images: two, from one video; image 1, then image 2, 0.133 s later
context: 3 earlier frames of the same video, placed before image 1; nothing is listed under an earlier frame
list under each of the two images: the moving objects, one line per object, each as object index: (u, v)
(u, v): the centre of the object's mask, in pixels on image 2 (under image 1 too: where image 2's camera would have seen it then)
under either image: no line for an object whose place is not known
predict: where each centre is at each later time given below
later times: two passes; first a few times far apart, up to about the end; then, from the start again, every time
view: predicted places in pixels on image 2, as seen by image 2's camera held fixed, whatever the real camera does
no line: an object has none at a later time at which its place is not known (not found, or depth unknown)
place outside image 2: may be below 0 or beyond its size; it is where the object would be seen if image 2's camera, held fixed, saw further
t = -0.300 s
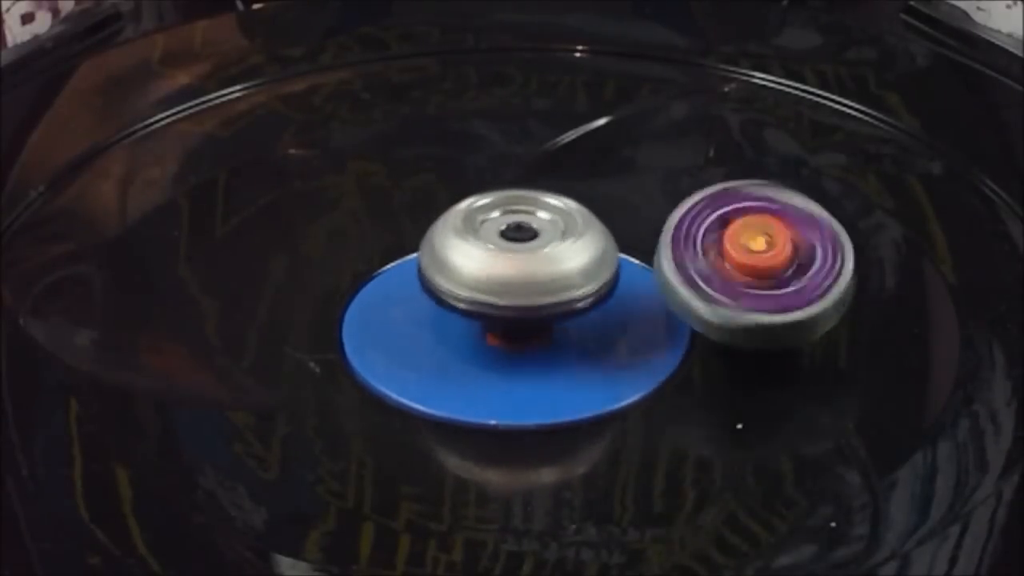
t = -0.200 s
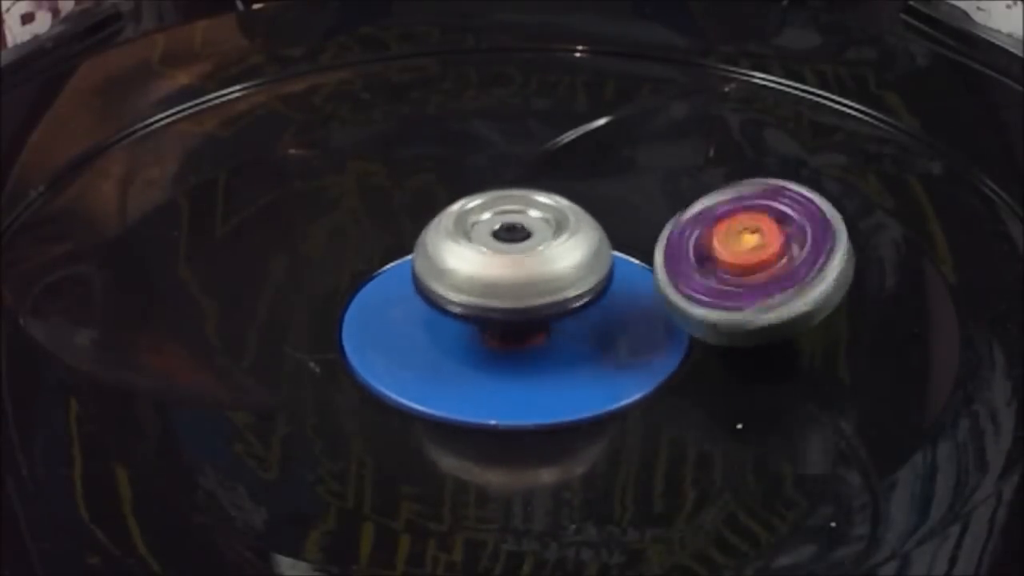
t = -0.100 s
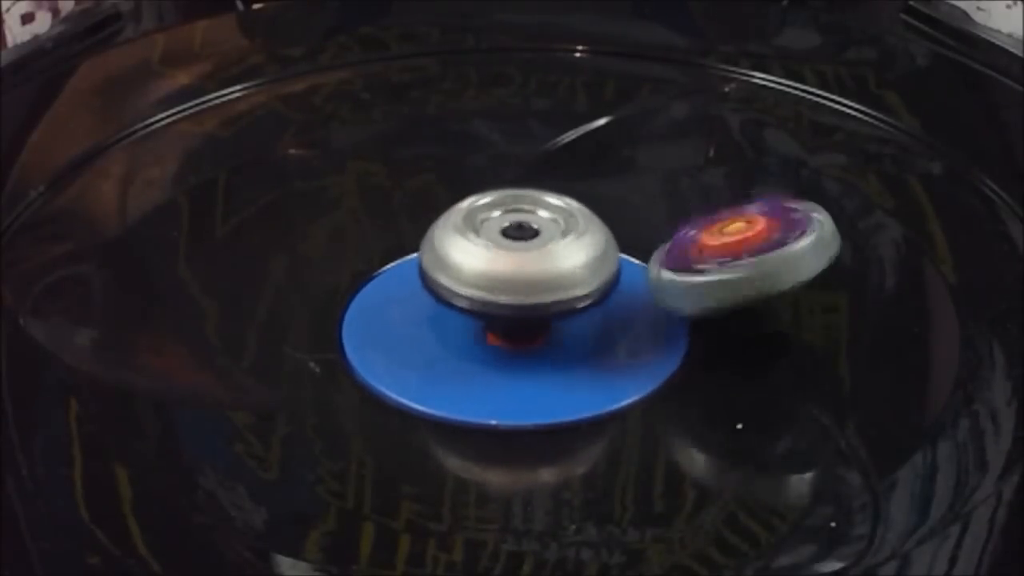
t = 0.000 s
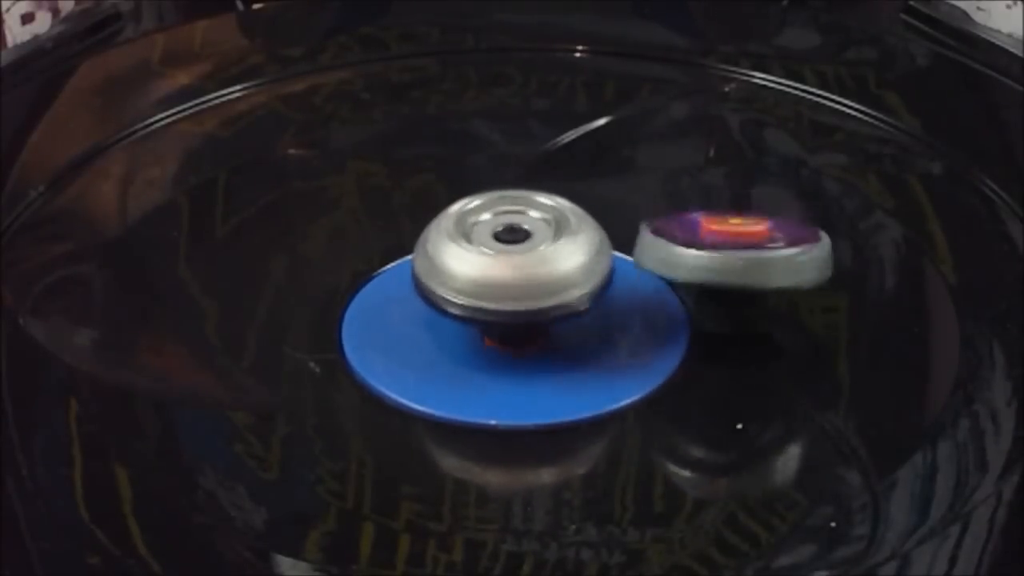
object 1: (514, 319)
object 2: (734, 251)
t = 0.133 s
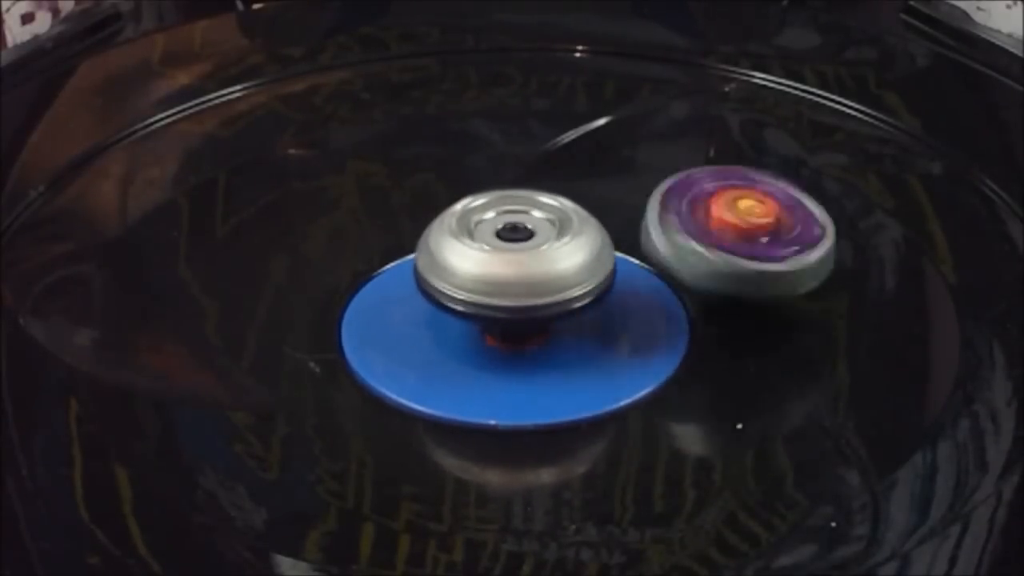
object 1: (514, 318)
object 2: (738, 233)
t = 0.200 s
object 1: (514, 319)
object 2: (749, 226)
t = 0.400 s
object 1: (514, 318)
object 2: (740, 218)
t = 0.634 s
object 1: (514, 318)
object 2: (702, 206)
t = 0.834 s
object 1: (514, 318)
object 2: (664, 180)
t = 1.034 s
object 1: (514, 319)
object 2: (662, 173)
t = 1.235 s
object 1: (514, 319)
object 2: (646, 172)
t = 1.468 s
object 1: (514, 319)
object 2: (589, 122)
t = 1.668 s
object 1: (515, 318)
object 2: (592, 95)
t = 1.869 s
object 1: (516, 319)
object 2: (580, 93)
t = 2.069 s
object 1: (516, 318)
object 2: (530, 101)
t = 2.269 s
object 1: (515, 318)
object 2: (509, 120)
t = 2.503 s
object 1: (515, 319)
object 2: (511, 135)
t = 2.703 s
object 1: (516, 318)
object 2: (478, 148)
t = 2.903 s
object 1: (516, 318)
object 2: (430, 148)
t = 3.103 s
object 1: (515, 319)
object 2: (430, 150)
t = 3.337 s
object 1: (515, 318)
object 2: (414, 170)
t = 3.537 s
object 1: (515, 319)
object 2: (367, 177)
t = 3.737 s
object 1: (516, 319)
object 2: (365, 181)
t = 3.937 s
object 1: (516, 318)
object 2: (356, 189)
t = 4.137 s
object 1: (517, 319)
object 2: (354, 197)
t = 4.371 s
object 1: (516, 318)
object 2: (341, 196)
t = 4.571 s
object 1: (515, 319)
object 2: (333, 198)
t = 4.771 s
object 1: (515, 319)
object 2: (326, 207)
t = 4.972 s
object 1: (516, 319)
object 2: (317, 201)
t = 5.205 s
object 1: (516, 319)
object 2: (325, 216)
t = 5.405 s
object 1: (516, 319)
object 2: (308, 225)
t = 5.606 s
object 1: (516, 318)
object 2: (268, 237)
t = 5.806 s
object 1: (518, 319)
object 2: (310, 234)
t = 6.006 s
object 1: (515, 318)
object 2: (308, 229)
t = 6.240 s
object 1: (516, 318)
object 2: (288, 236)
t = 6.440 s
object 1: (518, 319)
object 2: (303, 231)
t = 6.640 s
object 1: (517, 318)
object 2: (320, 238)
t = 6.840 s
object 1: (516, 318)
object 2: (279, 252)
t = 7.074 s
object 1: (516, 319)
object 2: (252, 258)
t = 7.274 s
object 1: (524, 319)
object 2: (310, 260)
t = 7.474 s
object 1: (519, 318)
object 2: (292, 265)
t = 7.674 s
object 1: (523, 319)
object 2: (308, 257)
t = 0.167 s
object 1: (514, 318)
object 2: (746, 230)
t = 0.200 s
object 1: (514, 319)
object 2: (749, 226)
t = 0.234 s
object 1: (514, 318)
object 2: (750, 224)
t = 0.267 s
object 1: (514, 318)
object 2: (750, 225)
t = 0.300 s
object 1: (514, 318)
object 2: (748, 228)
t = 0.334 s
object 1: (514, 318)
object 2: (746, 227)
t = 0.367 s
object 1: (514, 318)
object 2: (743, 223)
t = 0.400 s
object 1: (514, 318)
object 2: (740, 218)
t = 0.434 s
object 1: (514, 318)
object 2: (738, 213)
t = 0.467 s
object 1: (514, 318)
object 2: (737, 212)
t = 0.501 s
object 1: (514, 318)
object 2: (734, 211)
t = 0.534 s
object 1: (514, 318)
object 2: (727, 211)
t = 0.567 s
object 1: (514, 318)
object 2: (722, 210)
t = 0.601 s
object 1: (514, 318)
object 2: (711, 208)
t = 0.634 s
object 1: (514, 318)
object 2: (702, 206)
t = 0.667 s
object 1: (514, 318)
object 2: (691, 202)
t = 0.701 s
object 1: (514, 318)
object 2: (682, 198)
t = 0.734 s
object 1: (514, 318)
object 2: (674, 193)
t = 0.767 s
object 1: (514, 318)
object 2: (669, 189)
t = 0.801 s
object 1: (514, 318)
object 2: (666, 185)
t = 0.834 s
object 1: (514, 318)
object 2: (664, 180)
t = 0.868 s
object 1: (514, 318)
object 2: (663, 177)
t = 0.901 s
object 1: (514, 319)
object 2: (664, 175)
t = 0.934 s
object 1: (514, 319)
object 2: (666, 174)
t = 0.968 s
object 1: (514, 319)
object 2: (666, 173)
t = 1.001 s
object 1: (514, 319)
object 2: (665, 173)
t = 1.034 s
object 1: (514, 319)
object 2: (662, 173)
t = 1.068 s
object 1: (514, 319)
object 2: (659, 172)
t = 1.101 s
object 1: (514, 319)
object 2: (658, 169)
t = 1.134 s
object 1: (514, 319)
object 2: (659, 170)
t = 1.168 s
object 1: (514, 319)
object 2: (659, 170)
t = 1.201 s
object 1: (514, 318)
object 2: (653, 169)
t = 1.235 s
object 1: (514, 319)
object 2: (646, 172)
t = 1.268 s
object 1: (514, 319)
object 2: (633, 168)
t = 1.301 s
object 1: (514, 319)
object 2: (624, 170)
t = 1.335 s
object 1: (514, 318)
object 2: (620, 164)
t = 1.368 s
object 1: (514, 318)
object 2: (614, 152)
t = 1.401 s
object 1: (514, 318)
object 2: (606, 141)
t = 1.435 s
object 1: (514, 318)
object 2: (597, 130)
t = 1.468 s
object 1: (514, 319)
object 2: (589, 122)
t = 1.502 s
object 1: (515, 318)
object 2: (584, 114)
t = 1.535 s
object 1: (515, 319)
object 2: (582, 110)
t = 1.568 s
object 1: (515, 318)
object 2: (581, 103)
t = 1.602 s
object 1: (515, 319)
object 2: (585, 100)
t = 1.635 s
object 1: (515, 318)
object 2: (588, 97)
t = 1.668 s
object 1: (515, 318)
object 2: (592, 95)
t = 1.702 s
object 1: (515, 318)
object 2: (594, 95)
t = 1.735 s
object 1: (515, 319)
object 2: (595, 94)
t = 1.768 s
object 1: (515, 318)
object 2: (592, 94)
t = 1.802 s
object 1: (516, 318)
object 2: (588, 93)
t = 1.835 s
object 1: (515, 318)
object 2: (584, 94)
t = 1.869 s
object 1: (516, 319)
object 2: (580, 93)
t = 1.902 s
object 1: (515, 319)
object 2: (577, 95)
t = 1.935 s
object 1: (516, 318)
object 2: (572, 96)
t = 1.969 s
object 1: (515, 318)
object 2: (564, 97)
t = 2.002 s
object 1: (516, 318)
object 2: (555, 100)
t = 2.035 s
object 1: (515, 319)
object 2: (543, 102)
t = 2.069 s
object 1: (516, 318)
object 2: (530, 101)
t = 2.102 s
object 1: (515, 318)
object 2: (528, 105)
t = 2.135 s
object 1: (515, 318)
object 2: (521, 113)
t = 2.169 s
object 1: (514, 319)
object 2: (513, 118)
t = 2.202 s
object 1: (515, 318)
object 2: (509, 119)
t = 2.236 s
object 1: (515, 319)
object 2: (507, 120)
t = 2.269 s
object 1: (515, 318)
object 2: (509, 120)
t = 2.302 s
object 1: (515, 319)
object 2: (512, 123)
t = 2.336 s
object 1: (515, 318)
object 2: (515, 128)
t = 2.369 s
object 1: (515, 319)
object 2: (518, 129)
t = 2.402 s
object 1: (515, 318)
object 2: (518, 130)
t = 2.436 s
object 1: (515, 319)
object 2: (514, 131)
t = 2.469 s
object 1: (515, 318)
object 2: (514, 132)
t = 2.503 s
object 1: (515, 319)
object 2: (511, 135)
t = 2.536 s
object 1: (515, 319)
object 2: (508, 136)
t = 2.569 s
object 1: (516, 318)
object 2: (506, 140)
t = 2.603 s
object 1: (515, 319)
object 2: (503, 141)
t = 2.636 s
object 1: (516, 318)
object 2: (495, 143)
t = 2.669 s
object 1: (515, 319)
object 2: (488, 146)
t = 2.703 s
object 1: (516, 318)
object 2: (478, 148)
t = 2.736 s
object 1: (515, 319)
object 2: (469, 151)
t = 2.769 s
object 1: (516, 318)
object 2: (461, 150)
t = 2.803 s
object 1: (515, 319)
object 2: (448, 152)
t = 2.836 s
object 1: (516, 318)
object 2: (442, 151)
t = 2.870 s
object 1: (516, 319)
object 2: (435, 149)
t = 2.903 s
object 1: (516, 318)
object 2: (430, 148)
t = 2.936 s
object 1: (516, 319)
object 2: (429, 147)
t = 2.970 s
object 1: (515, 319)
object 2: (430, 147)
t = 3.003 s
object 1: (516, 319)
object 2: (427, 147)
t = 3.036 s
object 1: (515, 319)
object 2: (426, 148)
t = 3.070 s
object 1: (516, 319)
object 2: (427, 150)
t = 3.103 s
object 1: (515, 319)
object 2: (430, 150)
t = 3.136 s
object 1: (516, 318)
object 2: (431, 152)
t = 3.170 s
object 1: (515, 319)
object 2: (430, 154)
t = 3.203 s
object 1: (516, 318)
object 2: (431, 157)
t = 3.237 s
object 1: (515, 319)
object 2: (428, 160)
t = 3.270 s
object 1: (515, 318)
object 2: (426, 164)
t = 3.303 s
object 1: (516, 319)
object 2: (421, 167)
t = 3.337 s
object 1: (515, 318)
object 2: (414, 170)
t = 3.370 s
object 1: (516, 319)
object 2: (407, 174)
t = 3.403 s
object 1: (516, 319)
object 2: (398, 178)
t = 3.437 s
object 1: (516, 319)
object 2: (388, 177)
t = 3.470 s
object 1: (516, 319)
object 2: (377, 179)
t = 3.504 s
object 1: (516, 318)
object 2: (372, 178)
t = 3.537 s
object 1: (515, 319)
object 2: (367, 177)
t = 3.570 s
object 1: (516, 318)
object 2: (365, 178)
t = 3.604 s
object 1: (516, 319)
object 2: (364, 177)
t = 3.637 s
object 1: (516, 318)
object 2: (363, 178)
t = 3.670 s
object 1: (516, 319)
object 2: (362, 180)
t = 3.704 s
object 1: (516, 318)
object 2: (362, 181)
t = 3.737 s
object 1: (516, 319)
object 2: (365, 181)
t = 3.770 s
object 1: (516, 318)
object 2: (364, 182)
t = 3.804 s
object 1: (516, 319)
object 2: (368, 184)
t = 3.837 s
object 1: (516, 318)
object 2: (371, 187)
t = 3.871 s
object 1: (517, 319)
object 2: (371, 190)
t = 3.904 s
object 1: (516, 318)
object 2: (364, 191)
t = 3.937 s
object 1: (516, 318)
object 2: (356, 189)
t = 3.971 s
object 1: (516, 319)
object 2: (355, 193)
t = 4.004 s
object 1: (516, 318)
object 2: (354, 193)
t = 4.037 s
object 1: (516, 319)
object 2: (355, 194)
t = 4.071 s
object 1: (517, 319)
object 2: (357, 195)
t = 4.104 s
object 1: (517, 319)
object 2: (354, 196)
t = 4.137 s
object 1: (517, 319)
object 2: (354, 197)
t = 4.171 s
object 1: (518, 320)
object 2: (356, 200)
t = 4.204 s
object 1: (518, 319)
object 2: (357, 199)
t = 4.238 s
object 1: (516, 319)
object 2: (353, 195)
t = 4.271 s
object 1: (516, 319)
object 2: (353, 195)
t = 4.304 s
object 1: (516, 318)
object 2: (352, 195)
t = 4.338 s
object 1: (516, 319)
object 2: (348, 197)
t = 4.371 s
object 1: (516, 318)
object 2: (341, 196)
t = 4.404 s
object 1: (516, 319)
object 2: (341, 198)
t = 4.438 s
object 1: (515, 318)
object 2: (341, 199)
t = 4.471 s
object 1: (516, 318)
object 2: (338, 198)
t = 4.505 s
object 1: (515, 319)
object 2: (335, 197)
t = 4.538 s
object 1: (516, 318)
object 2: (334, 197)
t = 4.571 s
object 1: (515, 319)
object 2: (333, 198)
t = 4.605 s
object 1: (516, 318)
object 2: (335, 201)
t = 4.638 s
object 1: (517, 319)
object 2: (337, 205)
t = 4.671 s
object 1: (518, 319)
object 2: (340, 208)
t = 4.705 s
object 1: (518, 319)
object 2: (337, 209)
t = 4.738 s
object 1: (516, 318)
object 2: (330, 207)
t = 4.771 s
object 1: (515, 319)
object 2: (326, 207)
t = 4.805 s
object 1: (515, 318)
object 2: (320, 206)
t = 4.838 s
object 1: (515, 319)
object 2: (315, 205)
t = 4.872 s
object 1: (515, 318)
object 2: (316, 206)
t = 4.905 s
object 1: (515, 319)
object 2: (317, 204)
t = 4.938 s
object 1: (515, 318)
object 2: (317, 202)
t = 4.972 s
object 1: (516, 319)
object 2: (317, 201)
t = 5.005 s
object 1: (515, 318)
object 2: (319, 201)
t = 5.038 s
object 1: (516, 319)
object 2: (322, 204)
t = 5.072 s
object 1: (516, 319)
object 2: (325, 208)
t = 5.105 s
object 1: (518, 319)
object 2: (325, 213)
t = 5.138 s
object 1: (517, 319)
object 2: (326, 215)
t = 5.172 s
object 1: (517, 318)
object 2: (327, 215)
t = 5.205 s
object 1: (516, 319)
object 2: (325, 216)
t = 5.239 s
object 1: (516, 318)
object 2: (328, 217)
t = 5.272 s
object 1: (516, 319)
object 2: (329, 220)
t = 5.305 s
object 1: (516, 318)
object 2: (329, 221)
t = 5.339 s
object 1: (516, 319)
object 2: (330, 225)
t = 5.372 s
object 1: (517, 318)
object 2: (325, 226)
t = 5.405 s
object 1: (516, 319)
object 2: (308, 225)
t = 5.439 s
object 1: (516, 318)
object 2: (294, 232)
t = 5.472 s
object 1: (516, 319)
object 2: (284, 235)
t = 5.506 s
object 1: (516, 319)
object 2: (274, 235)
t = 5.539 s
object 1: (516, 318)
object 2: (265, 237)
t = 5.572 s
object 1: (516, 318)
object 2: (265, 238)
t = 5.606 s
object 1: (516, 318)
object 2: (268, 237)
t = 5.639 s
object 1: (515, 319)
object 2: (270, 238)
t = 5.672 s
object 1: (516, 318)
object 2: (274, 238)
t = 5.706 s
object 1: (516, 319)
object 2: (279, 237)
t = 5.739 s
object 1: (516, 318)
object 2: (286, 236)
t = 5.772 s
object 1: (517, 319)
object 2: (295, 235)
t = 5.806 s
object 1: (518, 319)
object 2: (310, 234)
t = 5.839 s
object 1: (519, 319)
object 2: (315, 236)
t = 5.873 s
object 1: (517, 318)
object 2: (307, 236)
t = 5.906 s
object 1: (515, 319)
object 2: (305, 235)
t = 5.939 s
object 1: (515, 318)
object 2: (308, 234)
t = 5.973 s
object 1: (514, 319)
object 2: (309, 232)
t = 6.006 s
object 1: (515, 318)
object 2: (308, 229)
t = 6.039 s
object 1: (516, 318)
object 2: (309, 227)
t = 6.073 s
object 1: (516, 318)
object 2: (313, 228)
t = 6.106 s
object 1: (518, 319)
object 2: (317, 230)
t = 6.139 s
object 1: (519, 319)
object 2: (317, 234)
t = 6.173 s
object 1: (521, 319)
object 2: (319, 239)
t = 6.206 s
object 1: (516, 318)
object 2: (300, 236)
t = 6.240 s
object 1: (516, 318)
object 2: (288, 236)
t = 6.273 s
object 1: (516, 318)
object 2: (275, 229)
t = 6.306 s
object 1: (516, 319)
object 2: (279, 225)
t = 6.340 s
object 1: (516, 318)
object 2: (289, 224)
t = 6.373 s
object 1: (516, 318)
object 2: (296, 226)
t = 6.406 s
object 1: (516, 319)
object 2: (299, 229)
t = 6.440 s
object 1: (518, 319)
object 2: (303, 231)
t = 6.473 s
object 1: (517, 319)
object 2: (306, 230)
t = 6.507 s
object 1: (517, 319)
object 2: (308, 229)
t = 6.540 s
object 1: (516, 319)
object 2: (309, 230)
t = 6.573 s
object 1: (516, 318)
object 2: (313, 232)
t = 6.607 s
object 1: (516, 318)
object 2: (318, 234)
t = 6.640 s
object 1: (517, 318)
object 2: (320, 238)
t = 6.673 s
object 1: (517, 319)
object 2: (319, 241)
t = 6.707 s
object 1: (517, 318)
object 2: (318, 244)
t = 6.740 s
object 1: (518, 319)
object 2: (315, 248)
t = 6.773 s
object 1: (517, 318)
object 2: (309, 251)
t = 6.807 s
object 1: (516, 318)
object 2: (292, 250)
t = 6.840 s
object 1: (516, 318)
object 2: (279, 252)
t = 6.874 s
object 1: (516, 318)
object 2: (265, 259)
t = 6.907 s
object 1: (516, 317)
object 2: (258, 260)
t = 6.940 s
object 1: (516, 318)
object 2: (255, 258)
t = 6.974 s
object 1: (516, 318)
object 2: (251, 258)
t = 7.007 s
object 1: (516, 319)
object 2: (247, 258)
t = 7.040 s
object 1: (516, 318)
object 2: (248, 260)
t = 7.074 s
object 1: (516, 319)
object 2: (252, 258)
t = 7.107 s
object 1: (516, 318)
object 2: (259, 255)
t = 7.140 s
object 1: (517, 318)
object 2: (267, 254)
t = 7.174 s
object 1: (516, 318)
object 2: (276, 253)
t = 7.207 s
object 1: (518, 319)
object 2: (288, 254)
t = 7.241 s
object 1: (521, 319)
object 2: (305, 256)
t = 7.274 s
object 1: (524, 319)
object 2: (310, 260)
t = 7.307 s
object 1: (521, 319)
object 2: (315, 260)
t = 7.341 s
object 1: (520, 319)
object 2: (313, 261)
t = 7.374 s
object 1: (517, 319)
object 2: (307, 260)
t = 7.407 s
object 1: (518, 319)
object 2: (296, 265)
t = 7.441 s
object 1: (518, 319)
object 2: (292, 266)
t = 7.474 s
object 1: (519, 318)
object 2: (292, 265)
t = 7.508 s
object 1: (519, 319)
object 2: (294, 264)
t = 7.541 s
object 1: (521, 318)
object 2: (296, 263)
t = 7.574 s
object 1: (521, 319)
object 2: (297, 262)
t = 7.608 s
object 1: (522, 319)
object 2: (301, 260)
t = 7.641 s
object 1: (522, 319)
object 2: (303, 258)
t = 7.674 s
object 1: (523, 319)
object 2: (308, 257)
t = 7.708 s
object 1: (522, 319)
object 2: (304, 254)
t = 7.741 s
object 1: (518, 319)
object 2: (298, 252)
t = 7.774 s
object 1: (518, 318)
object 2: (292, 253)
